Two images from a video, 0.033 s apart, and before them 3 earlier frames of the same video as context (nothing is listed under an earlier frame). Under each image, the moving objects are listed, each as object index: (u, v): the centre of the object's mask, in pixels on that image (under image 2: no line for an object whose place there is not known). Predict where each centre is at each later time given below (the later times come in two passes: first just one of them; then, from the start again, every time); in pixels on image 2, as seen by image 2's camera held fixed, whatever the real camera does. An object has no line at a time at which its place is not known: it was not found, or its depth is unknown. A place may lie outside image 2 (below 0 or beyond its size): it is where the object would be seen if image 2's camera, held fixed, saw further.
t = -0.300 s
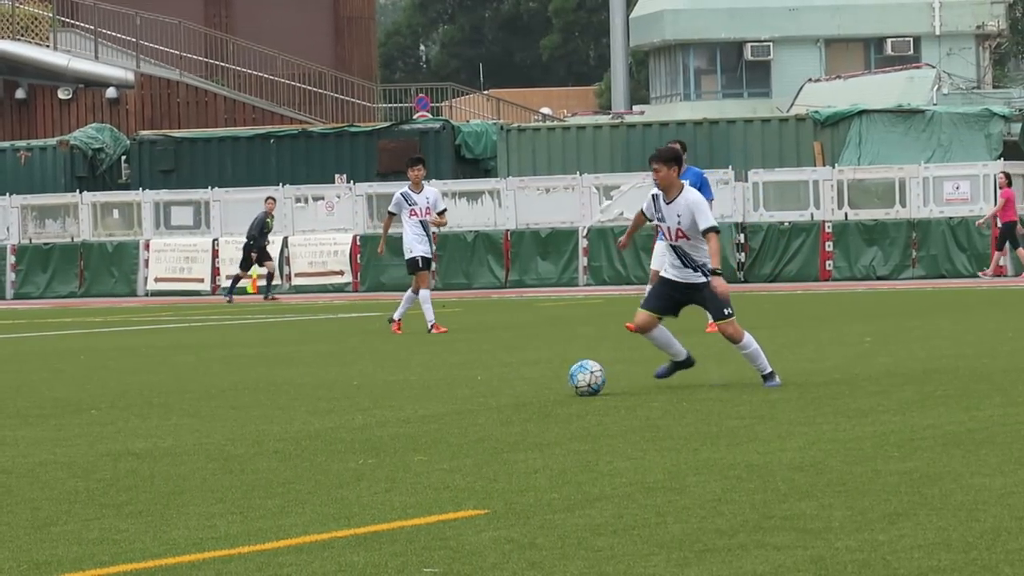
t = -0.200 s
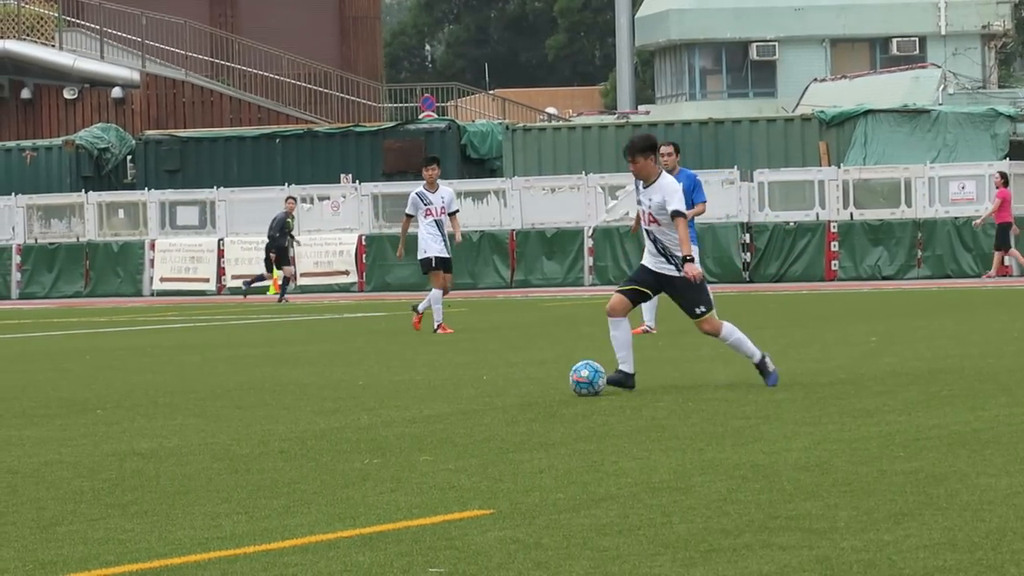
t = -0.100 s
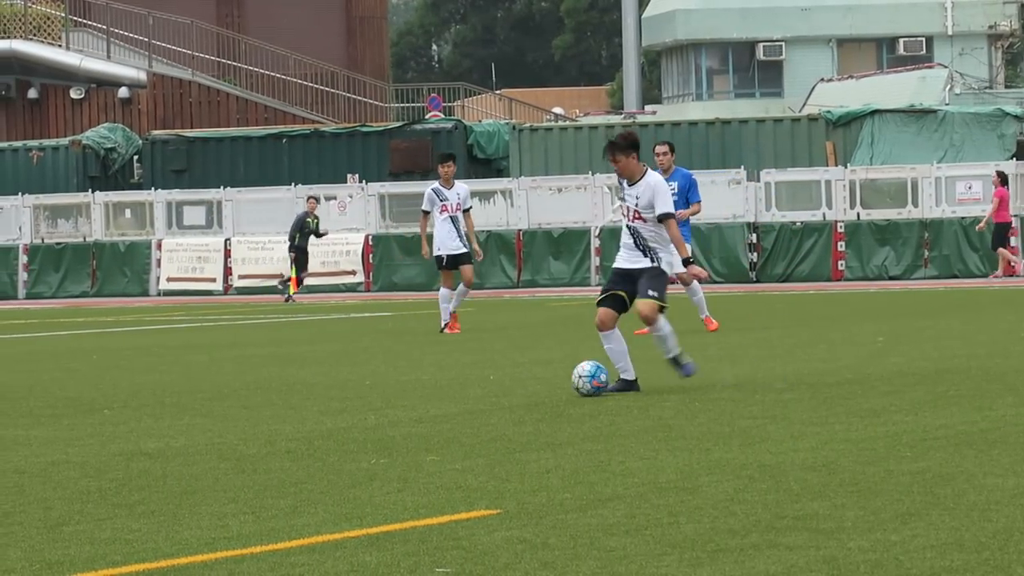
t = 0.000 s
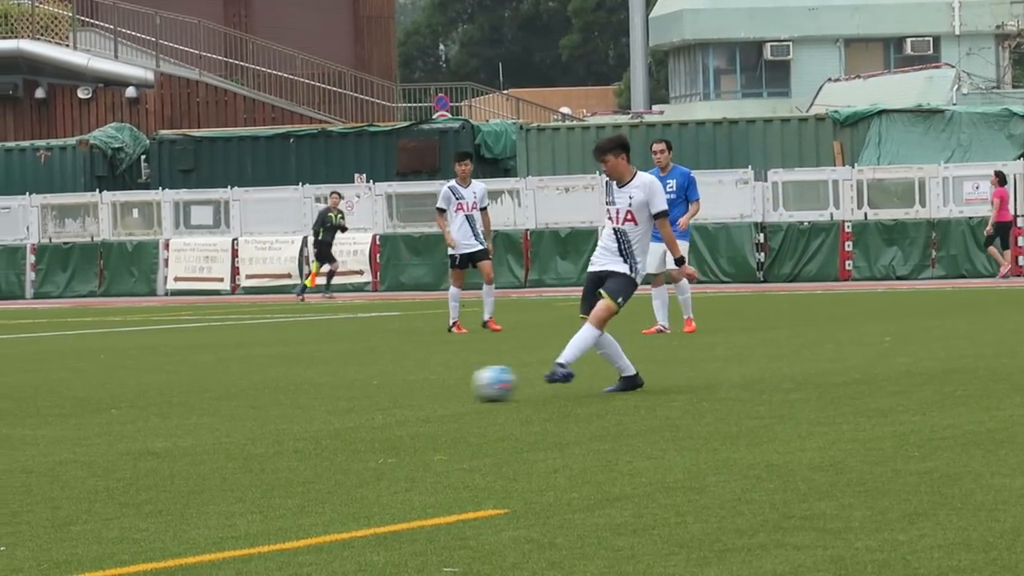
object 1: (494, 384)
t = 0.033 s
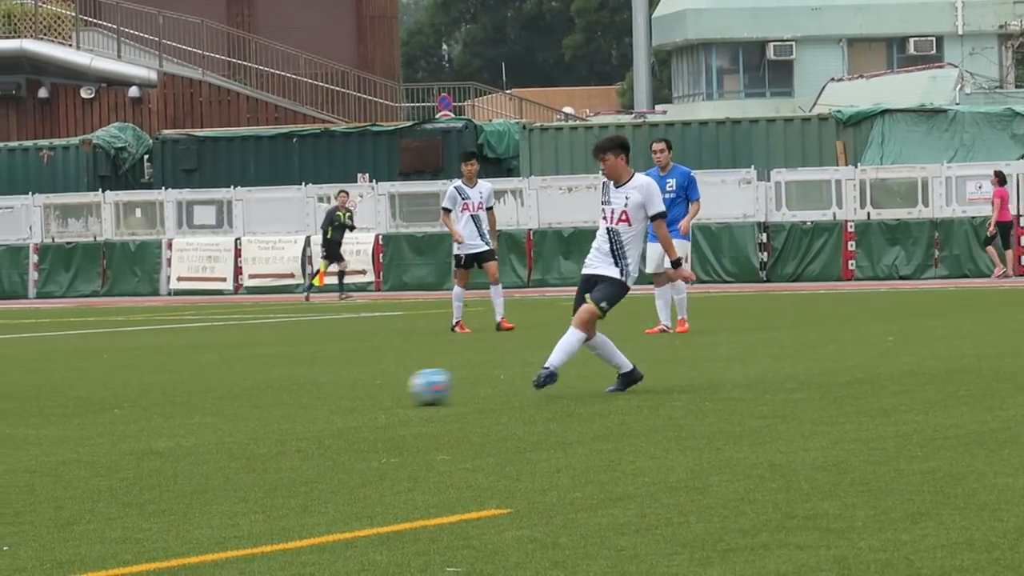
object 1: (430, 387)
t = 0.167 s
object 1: (170, 402)
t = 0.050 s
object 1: (397, 389)
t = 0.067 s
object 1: (364, 391)
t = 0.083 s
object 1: (332, 393)
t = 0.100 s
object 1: (299, 396)
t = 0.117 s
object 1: (266, 397)
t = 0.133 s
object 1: (233, 399)
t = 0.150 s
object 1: (202, 401)
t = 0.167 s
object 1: (170, 402)
